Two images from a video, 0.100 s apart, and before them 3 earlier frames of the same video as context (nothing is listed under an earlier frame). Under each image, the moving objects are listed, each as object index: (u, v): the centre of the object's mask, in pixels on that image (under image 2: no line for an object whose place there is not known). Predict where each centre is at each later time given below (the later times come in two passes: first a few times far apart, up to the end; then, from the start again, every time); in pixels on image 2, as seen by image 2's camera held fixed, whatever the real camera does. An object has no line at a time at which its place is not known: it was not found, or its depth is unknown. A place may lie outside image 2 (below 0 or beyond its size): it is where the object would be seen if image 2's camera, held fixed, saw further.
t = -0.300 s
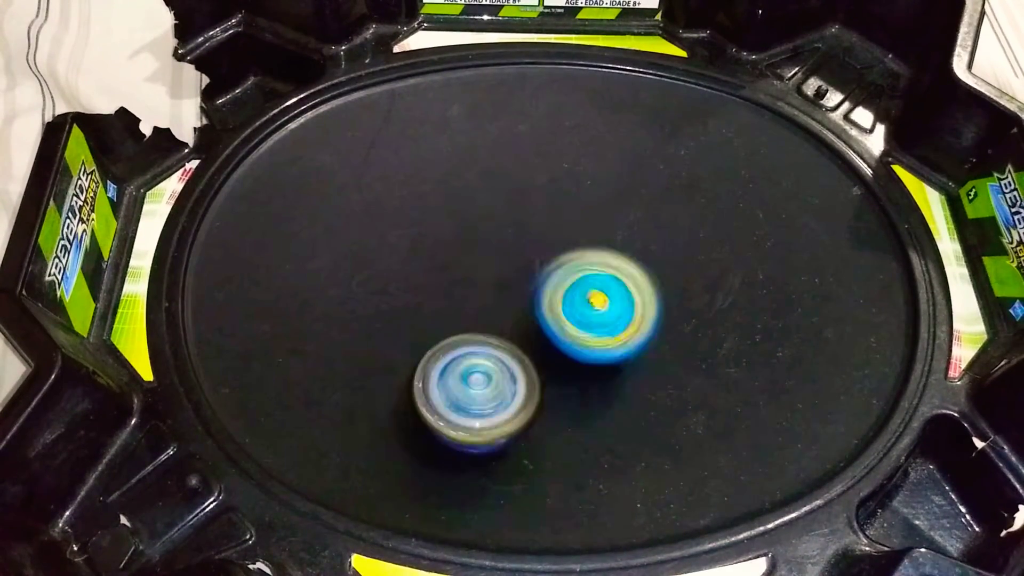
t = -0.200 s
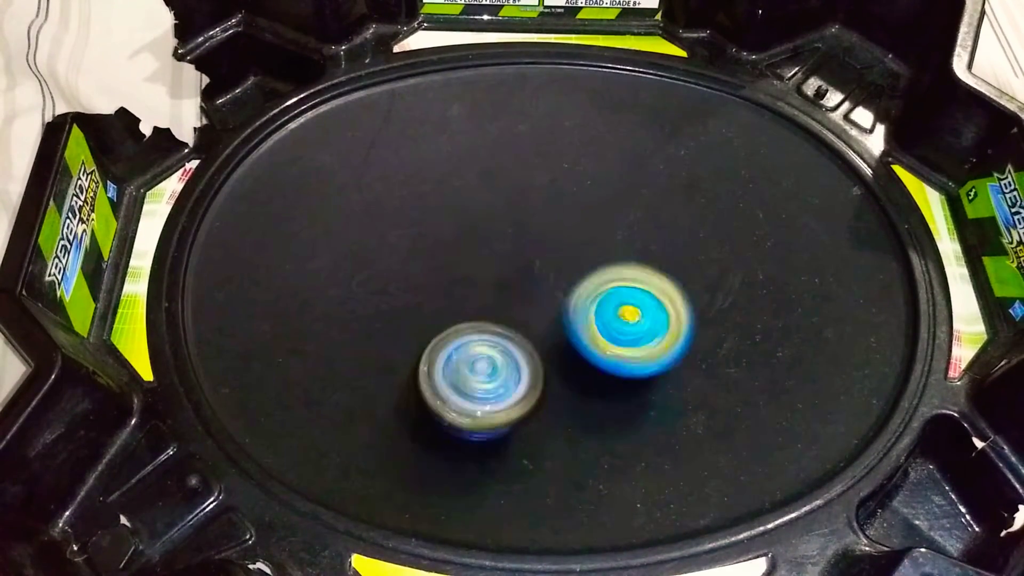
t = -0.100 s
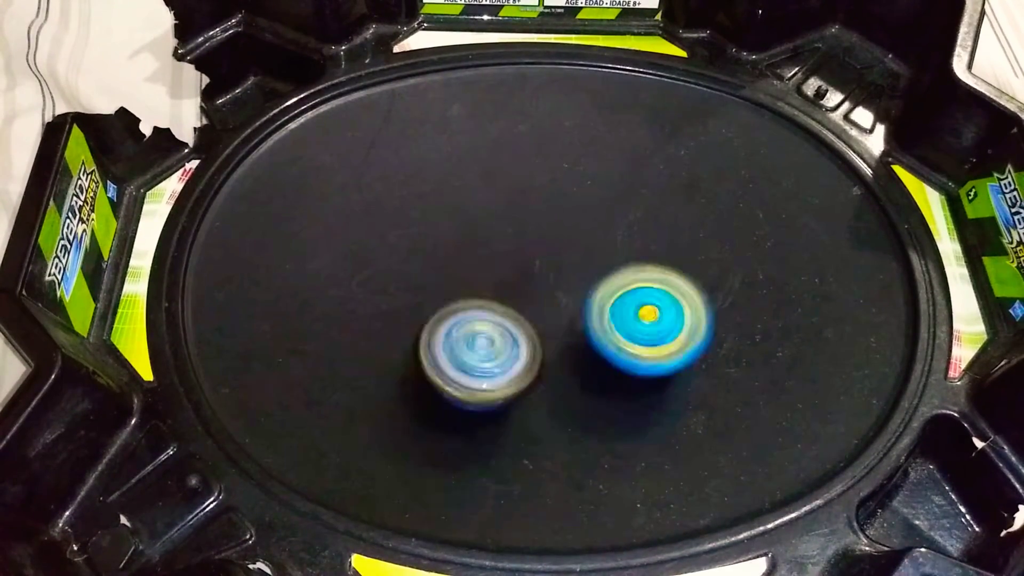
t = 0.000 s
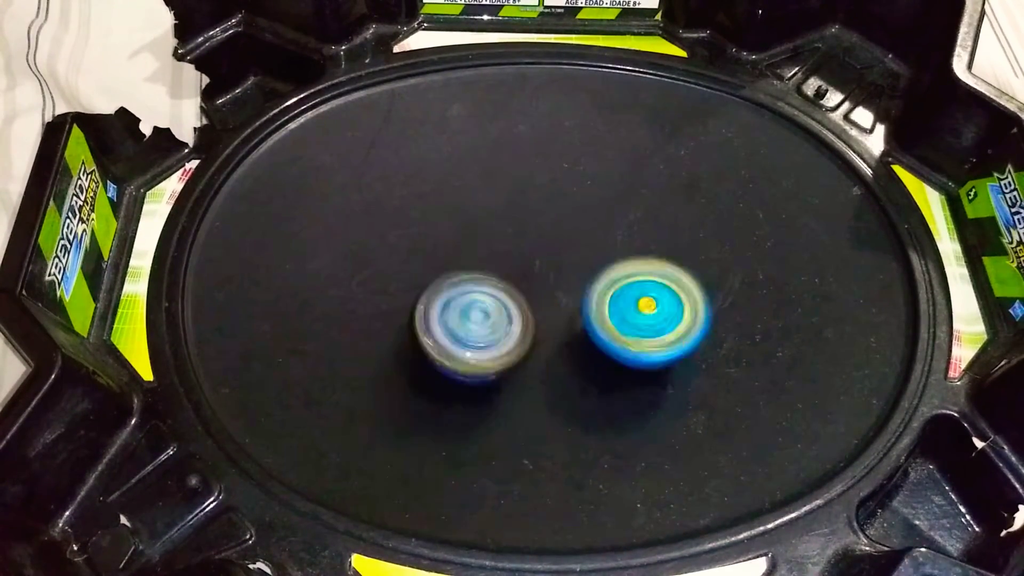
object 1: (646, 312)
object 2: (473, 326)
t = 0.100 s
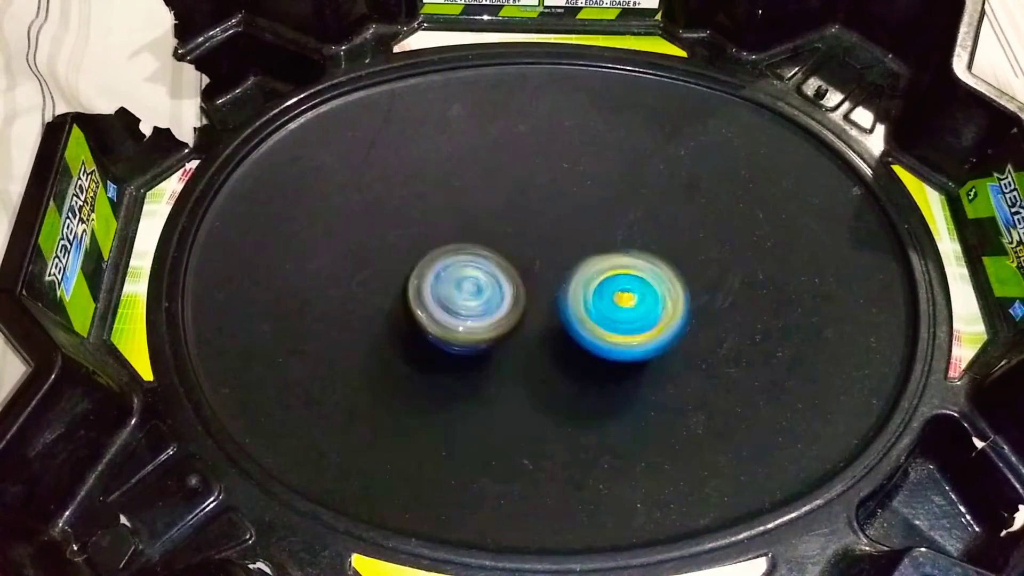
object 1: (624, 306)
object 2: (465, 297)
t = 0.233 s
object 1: (570, 312)
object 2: (451, 260)
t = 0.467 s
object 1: (594, 375)
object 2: (388, 197)
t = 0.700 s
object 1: (571, 334)
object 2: (376, 201)
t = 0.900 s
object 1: (509, 331)
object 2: (403, 237)
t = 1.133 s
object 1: (527, 370)
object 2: (430, 260)
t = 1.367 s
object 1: (565, 378)
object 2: (473, 251)
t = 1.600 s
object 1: (560, 343)
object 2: (510, 238)
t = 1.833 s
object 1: (544, 346)
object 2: (535, 235)
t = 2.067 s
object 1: (496, 359)
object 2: (549, 228)
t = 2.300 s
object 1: (446, 337)
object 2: (556, 258)
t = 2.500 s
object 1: (415, 309)
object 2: (568, 291)
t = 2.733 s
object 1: (425, 270)
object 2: (599, 333)
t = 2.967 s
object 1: (463, 251)
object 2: (595, 357)
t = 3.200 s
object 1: (507, 249)
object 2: (560, 361)
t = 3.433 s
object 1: (541, 250)
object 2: (504, 372)
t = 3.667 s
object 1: (548, 242)
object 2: (455, 359)
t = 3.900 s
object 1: (539, 245)
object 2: (468, 323)
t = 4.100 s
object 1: (547, 239)
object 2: (481, 327)
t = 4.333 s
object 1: (559, 252)
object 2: (489, 361)
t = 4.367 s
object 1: (557, 251)
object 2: (491, 365)
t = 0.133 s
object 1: (614, 305)
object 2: (462, 287)
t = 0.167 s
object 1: (599, 304)
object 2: (460, 278)
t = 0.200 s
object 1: (582, 305)
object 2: (457, 269)
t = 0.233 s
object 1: (570, 312)
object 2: (451, 260)
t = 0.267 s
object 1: (569, 327)
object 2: (434, 242)
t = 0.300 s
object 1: (569, 341)
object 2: (422, 228)
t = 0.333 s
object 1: (572, 355)
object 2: (413, 219)
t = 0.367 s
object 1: (576, 366)
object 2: (406, 213)
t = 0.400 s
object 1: (583, 371)
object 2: (399, 206)
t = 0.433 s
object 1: (589, 375)
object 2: (394, 201)
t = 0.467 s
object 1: (594, 375)
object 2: (388, 197)
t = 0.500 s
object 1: (598, 374)
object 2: (382, 192)
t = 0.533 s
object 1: (600, 370)
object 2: (377, 189)
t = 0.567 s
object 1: (598, 364)
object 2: (374, 186)
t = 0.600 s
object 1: (595, 357)
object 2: (372, 187)
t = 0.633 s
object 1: (589, 350)
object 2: (371, 190)
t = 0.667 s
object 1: (581, 341)
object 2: (373, 195)
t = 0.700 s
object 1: (571, 334)
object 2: (376, 201)
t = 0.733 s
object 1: (557, 325)
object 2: (381, 211)
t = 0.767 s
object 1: (543, 319)
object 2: (389, 222)
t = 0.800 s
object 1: (527, 312)
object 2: (398, 232)
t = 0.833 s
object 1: (513, 309)
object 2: (406, 241)
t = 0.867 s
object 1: (512, 320)
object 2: (406, 238)
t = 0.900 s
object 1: (509, 331)
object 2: (403, 237)
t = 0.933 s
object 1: (508, 342)
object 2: (402, 238)
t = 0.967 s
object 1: (509, 352)
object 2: (403, 241)
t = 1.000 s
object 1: (511, 360)
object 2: (406, 244)
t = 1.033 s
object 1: (516, 366)
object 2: (411, 248)
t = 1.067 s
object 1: (518, 371)
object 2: (416, 252)
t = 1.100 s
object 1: (523, 372)
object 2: (423, 256)
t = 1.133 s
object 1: (527, 370)
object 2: (430, 260)
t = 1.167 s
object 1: (530, 368)
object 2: (439, 265)
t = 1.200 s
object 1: (533, 365)
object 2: (447, 270)
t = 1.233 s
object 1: (541, 369)
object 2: (455, 271)
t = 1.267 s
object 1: (546, 374)
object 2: (459, 264)
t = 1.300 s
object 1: (553, 377)
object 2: (465, 259)
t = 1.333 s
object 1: (558, 378)
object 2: (468, 255)
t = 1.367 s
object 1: (565, 378)
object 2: (473, 251)
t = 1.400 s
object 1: (570, 374)
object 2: (479, 248)
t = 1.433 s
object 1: (569, 369)
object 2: (483, 247)
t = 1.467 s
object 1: (570, 363)
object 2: (489, 245)
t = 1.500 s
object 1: (569, 355)
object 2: (494, 244)
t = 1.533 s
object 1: (569, 348)
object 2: (500, 244)
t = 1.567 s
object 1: (563, 342)
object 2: (505, 243)
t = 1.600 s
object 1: (560, 343)
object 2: (510, 238)
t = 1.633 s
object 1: (562, 347)
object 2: (513, 236)
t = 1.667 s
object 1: (560, 346)
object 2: (517, 234)
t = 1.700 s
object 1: (560, 347)
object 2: (520, 233)
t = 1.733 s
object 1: (555, 348)
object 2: (524, 233)
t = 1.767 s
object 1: (556, 349)
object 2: (529, 233)
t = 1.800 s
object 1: (551, 346)
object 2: (531, 235)
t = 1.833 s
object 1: (544, 346)
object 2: (535, 235)
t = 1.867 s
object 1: (537, 351)
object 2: (539, 232)
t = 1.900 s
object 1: (532, 355)
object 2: (542, 227)
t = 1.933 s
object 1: (522, 357)
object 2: (543, 226)
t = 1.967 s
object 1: (516, 359)
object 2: (546, 225)
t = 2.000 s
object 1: (510, 361)
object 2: (547, 224)
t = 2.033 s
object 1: (503, 360)
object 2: (547, 226)
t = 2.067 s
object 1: (496, 359)
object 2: (549, 228)
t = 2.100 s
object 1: (490, 357)
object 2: (549, 231)
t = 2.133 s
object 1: (483, 354)
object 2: (549, 235)
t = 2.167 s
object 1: (473, 351)
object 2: (552, 238)
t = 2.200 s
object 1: (468, 348)
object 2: (554, 244)
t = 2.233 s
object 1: (460, 343)
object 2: (556, 247)
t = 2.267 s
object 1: (452, 339)
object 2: (555, 254)
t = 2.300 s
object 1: (446, 337)
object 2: (556, 258)
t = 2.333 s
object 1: (443, 332)
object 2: (555, 264)
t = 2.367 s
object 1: (439, 329)
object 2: (553, 271)
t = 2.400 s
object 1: (436, 324)
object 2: (550, 275)
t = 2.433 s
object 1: (428, 320)
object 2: (555, 281)
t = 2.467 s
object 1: (416, 316)
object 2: (562, 285)
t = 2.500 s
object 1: (415, 309)
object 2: (568, 291)
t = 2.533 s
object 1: (414, 304)
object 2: (574, 297)
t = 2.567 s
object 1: (414, 304)
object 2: (578, 301)
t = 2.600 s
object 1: (412, 296)
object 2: (583, 308)
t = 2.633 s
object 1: (414, 288)
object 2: (588, 314)
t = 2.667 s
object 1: (418, 283)
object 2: (592, 321)
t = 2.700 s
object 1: (419, 278)
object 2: (597, 326)
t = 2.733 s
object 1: (425, 270)
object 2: (599, 333)
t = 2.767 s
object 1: (429, 264)
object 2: (602, 337)
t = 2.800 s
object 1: (433, 263)
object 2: (602, 342)
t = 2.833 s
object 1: (437, 255)
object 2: (603, 346)
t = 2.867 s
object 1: (445, 253)
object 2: (602, 351)
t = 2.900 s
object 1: (451, 252)
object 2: (601, 354)
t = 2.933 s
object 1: (453, 252)
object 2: (598, 356)
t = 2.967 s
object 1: (463, 251)
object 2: (595, 357)
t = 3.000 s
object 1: (471, 250)
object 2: (591, 357)
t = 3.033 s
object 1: (477, 255)
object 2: (585, 357)
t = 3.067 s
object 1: (481, 253)
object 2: (579, 354)
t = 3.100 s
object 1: (489, 258)
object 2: (572, 352)
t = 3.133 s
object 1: (500, 259)
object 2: (567, 353)
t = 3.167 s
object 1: (501, 255)
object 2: (563, 359)
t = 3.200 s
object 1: (507, 249)
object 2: (560, 361)
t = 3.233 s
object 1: (516, 250)
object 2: (555, 364)
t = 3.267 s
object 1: (520, 249)
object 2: (550, 365)
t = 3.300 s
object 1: (522, 251)
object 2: (544, 365)
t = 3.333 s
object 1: (524, 249)
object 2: (537, 364)
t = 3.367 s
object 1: (532, 253)
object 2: (530, 362)
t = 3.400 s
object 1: (535, 253)
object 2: (518, 366)
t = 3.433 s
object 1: (541, 250)
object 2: (504, 372)
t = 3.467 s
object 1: (542, 246)
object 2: (490, 375)
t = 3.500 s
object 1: (543, 243)
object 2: (480, 376)
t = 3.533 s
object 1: (546, 241)
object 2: (473, 374)
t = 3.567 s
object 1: (548, 242)
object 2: (467, 371)
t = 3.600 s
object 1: (546, 241)
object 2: (463, 368)
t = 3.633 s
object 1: (547, 240)
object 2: (458, 364)
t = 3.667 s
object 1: (548, 242)
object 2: (455, 359)
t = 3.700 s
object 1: (547, 242)
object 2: (453, 353)
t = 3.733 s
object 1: (547, 239)
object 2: (453, 347)
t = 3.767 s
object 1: (549, 240)
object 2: (454, 341)
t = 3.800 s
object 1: (550, 243)
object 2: (457, 335)
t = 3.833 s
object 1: (546, 246)
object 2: (459, 330)
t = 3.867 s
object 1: (542, 246)
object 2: (464, 326)
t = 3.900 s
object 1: (539, 245)
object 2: (468, 323)
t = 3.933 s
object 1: (539, 243)
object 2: (468, 323)
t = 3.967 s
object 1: (542, 240)
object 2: (465, 322)
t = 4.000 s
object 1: (542, 238)
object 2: (467, 321)
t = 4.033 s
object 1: (542, 238)
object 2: (470, 320)
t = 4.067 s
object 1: (542, 238)
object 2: (479, 320)
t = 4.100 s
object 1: (547, 239)
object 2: (481, 327)
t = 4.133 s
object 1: (554, 241)
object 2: (479, 332)
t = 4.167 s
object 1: (559, 245)
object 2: (481, 335)
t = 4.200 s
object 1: (562, 249)
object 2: (484, 339)
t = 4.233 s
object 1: (564, 252)
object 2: (487, 343)
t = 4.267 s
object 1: (564, 253)
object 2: (488, 351)
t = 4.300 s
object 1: (562, 253)
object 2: (489, 356)
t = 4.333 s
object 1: (559, 252)
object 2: (489, 361)
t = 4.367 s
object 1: (557, 251)
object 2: (491, 365)
